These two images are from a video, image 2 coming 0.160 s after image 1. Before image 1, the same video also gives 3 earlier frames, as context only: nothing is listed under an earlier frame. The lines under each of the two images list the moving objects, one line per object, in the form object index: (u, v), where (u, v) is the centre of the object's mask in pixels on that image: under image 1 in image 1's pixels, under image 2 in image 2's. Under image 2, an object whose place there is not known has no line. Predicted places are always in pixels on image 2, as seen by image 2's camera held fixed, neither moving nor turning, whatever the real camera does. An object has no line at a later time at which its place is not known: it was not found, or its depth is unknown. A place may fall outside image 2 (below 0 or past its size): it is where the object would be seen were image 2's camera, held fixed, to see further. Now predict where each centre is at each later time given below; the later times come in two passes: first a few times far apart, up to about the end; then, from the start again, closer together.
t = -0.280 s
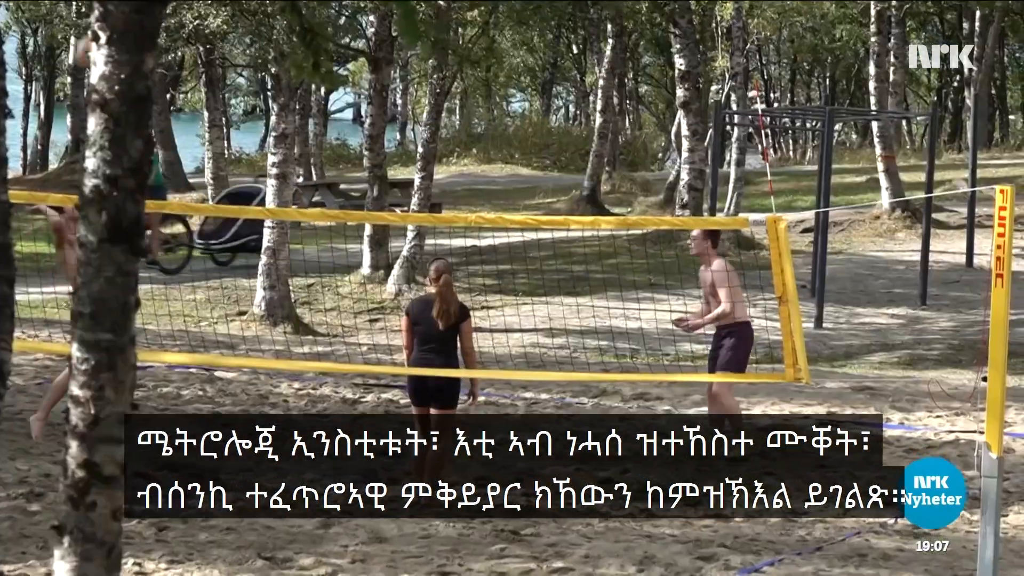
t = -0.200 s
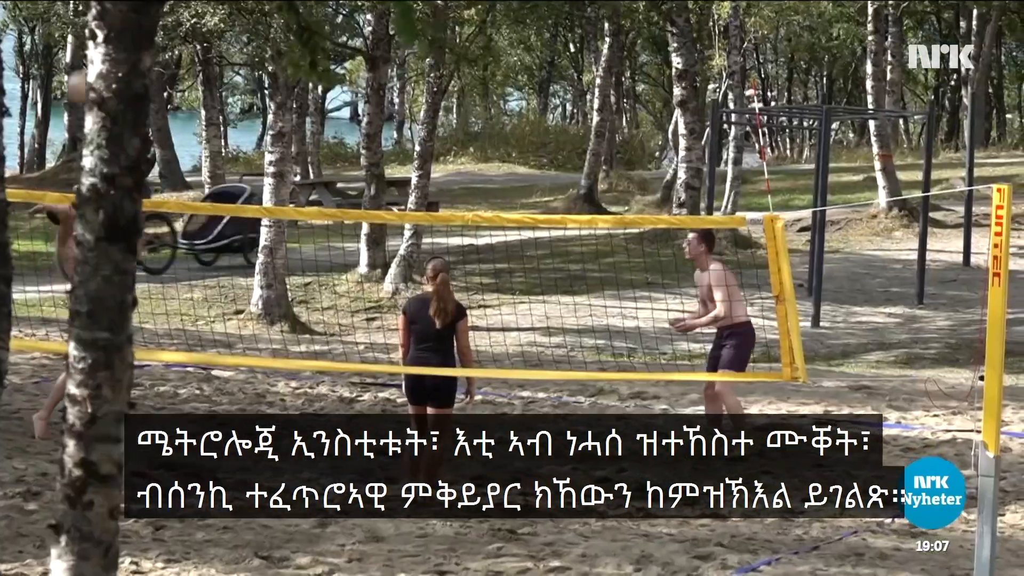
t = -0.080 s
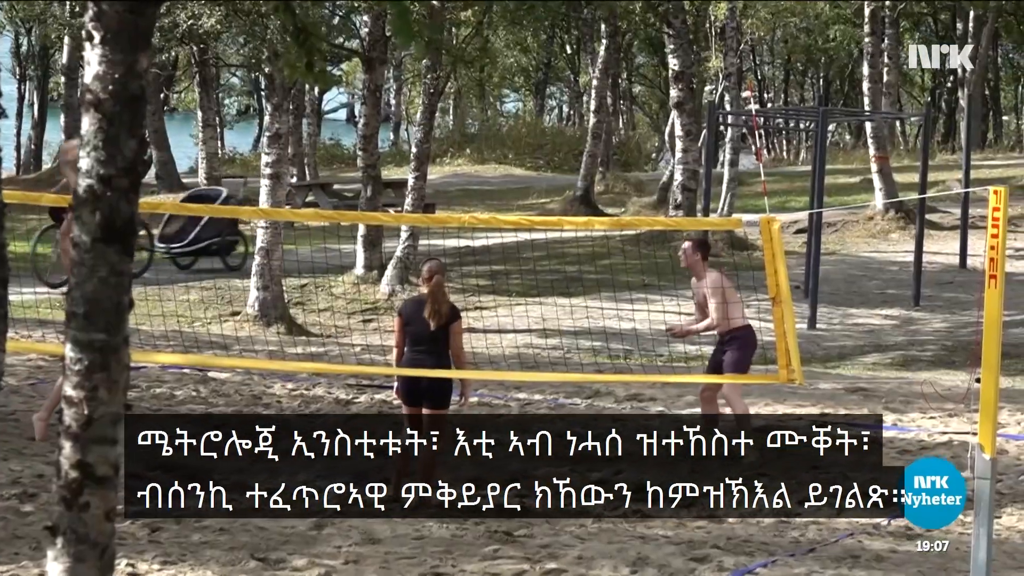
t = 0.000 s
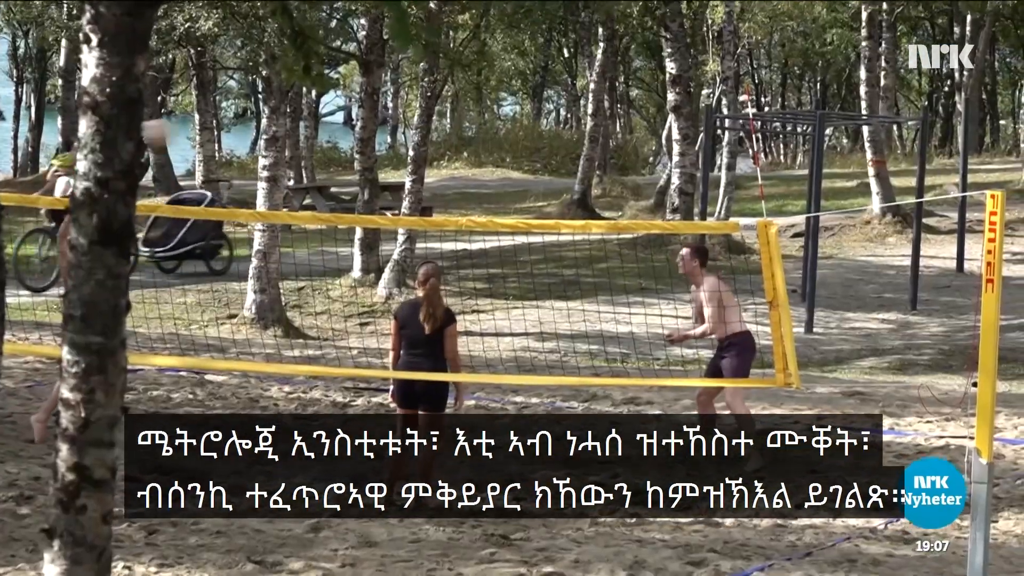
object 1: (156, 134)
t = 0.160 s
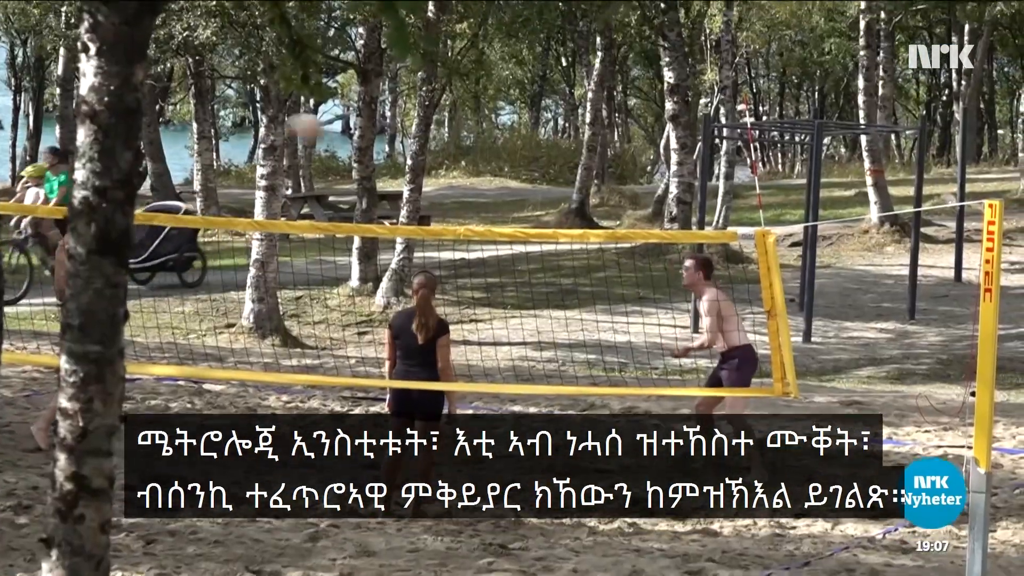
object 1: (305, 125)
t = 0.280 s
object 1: (424, 140)
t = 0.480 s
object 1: (603, 207)
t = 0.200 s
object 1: (350, 130)
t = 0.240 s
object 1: (383, 133)
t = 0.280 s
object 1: (424, 140)
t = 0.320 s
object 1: (459, 148)
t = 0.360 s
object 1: (495, 160)
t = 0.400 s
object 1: (532, 172)
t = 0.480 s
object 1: (603, 207)
